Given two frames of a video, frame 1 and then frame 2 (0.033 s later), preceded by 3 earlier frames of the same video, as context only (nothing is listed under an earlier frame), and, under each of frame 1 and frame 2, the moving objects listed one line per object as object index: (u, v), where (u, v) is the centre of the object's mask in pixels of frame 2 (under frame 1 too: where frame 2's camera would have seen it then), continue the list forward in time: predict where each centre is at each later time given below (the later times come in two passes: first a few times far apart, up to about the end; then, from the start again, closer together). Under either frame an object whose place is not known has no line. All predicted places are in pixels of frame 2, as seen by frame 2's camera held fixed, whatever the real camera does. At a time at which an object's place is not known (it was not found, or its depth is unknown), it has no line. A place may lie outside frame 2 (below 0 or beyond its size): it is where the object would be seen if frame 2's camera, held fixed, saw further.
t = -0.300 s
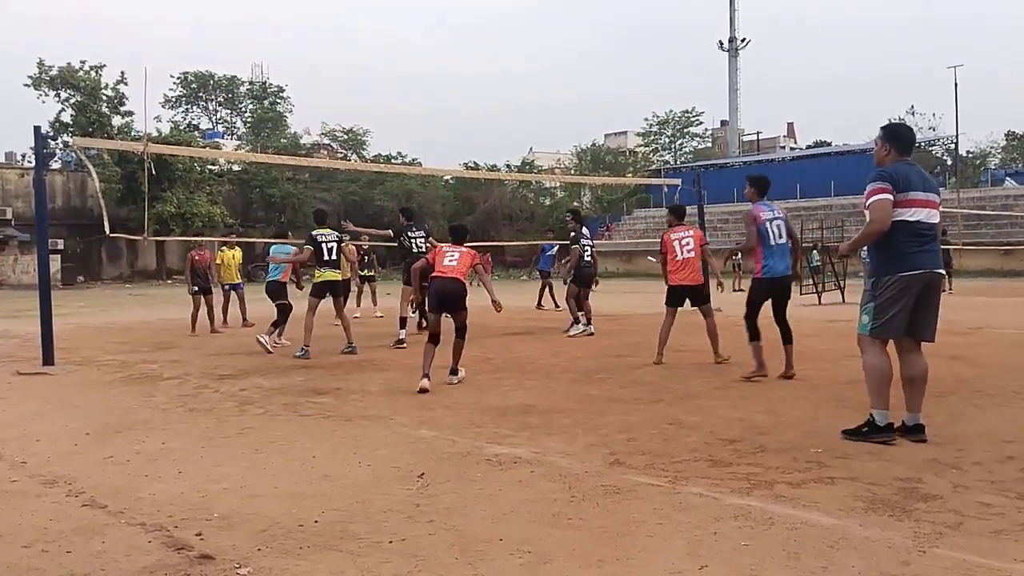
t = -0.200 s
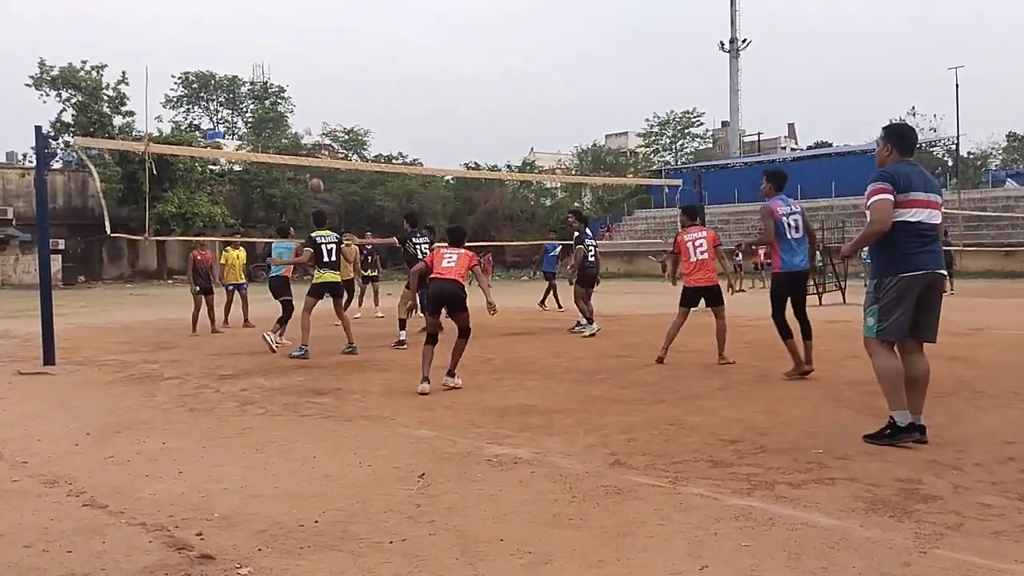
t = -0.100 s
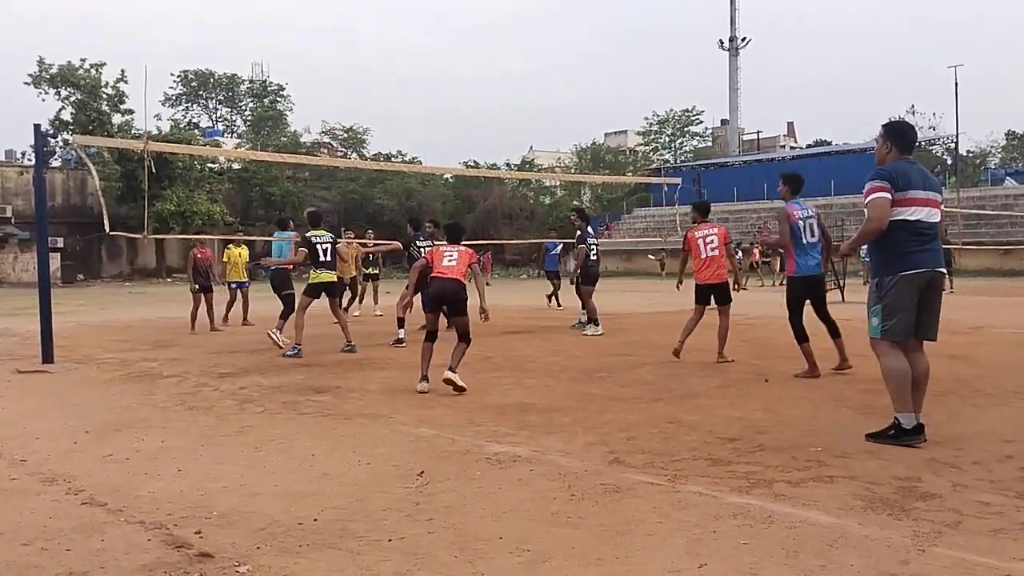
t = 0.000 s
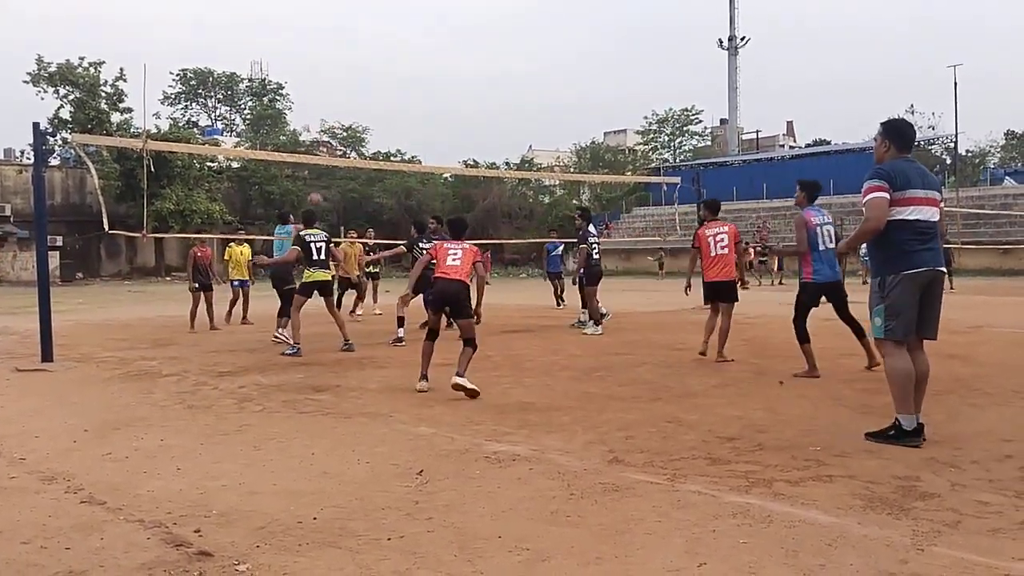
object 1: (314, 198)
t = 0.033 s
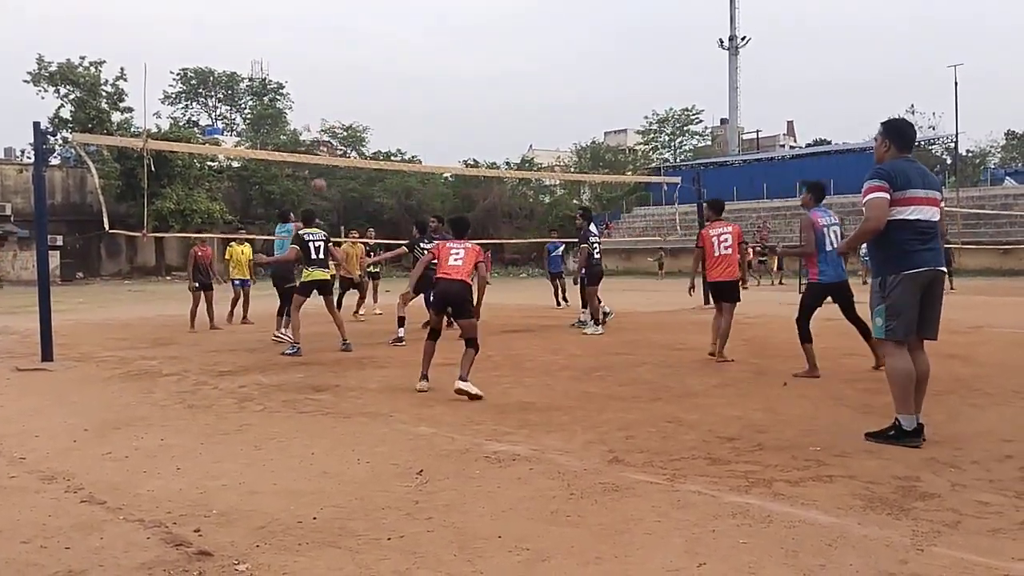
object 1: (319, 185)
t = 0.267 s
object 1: (343, 109)
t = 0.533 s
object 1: (371, 69)
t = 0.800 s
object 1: (398, 77)
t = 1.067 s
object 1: (424, 126)
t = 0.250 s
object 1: (341, 113)
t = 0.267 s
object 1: (343, 109)
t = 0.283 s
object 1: (345, 105)
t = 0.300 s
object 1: (347, 101)
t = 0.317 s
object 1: (349, 98)
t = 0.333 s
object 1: (350, 94)
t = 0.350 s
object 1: (352, 91)
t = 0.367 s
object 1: (354, 88)
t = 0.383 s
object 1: (355, 86)
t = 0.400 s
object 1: (357, 83)
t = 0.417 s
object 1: (359, 81)
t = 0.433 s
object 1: (361, 78)
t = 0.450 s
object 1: (362, 76)
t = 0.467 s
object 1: (364, 74)
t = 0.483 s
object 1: (366, 73)
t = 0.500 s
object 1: (367, 71)
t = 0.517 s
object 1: (369, 70)
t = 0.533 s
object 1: (371, 69)
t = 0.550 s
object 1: (373, 68)
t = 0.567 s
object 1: (374, 68)
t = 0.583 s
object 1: (376, 67)
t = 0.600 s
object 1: (378, 67)
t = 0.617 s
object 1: (379, 67)
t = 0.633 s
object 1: (381, 67)
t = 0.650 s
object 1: (383, 67)
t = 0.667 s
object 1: (385, 67)
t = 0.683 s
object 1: (386, 68)
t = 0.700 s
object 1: (388, 69)
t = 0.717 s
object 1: (390, 70)
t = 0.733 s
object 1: (392, 71)
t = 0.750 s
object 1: (393, 72)
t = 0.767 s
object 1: (395, 73)
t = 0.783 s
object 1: (397, 75)
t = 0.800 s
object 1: (398, 77)
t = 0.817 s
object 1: (400, 79)
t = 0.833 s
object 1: (401, 80)
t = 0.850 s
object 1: (403, 83)
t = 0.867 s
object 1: (405, 85)
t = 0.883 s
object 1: (406, 88)
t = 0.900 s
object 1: (408, 90)
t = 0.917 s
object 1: (410, 93)
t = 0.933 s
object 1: (411, 96)
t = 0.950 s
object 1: (413, 99)
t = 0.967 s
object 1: (414, 103)
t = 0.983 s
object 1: (416, 106)
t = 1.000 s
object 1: (418, 110)
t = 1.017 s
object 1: (419, 114)
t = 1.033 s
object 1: (421, 118)
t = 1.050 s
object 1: (422, 122)
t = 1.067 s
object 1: (424, 126)
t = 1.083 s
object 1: (425, 130)
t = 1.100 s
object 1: (427, 135)
